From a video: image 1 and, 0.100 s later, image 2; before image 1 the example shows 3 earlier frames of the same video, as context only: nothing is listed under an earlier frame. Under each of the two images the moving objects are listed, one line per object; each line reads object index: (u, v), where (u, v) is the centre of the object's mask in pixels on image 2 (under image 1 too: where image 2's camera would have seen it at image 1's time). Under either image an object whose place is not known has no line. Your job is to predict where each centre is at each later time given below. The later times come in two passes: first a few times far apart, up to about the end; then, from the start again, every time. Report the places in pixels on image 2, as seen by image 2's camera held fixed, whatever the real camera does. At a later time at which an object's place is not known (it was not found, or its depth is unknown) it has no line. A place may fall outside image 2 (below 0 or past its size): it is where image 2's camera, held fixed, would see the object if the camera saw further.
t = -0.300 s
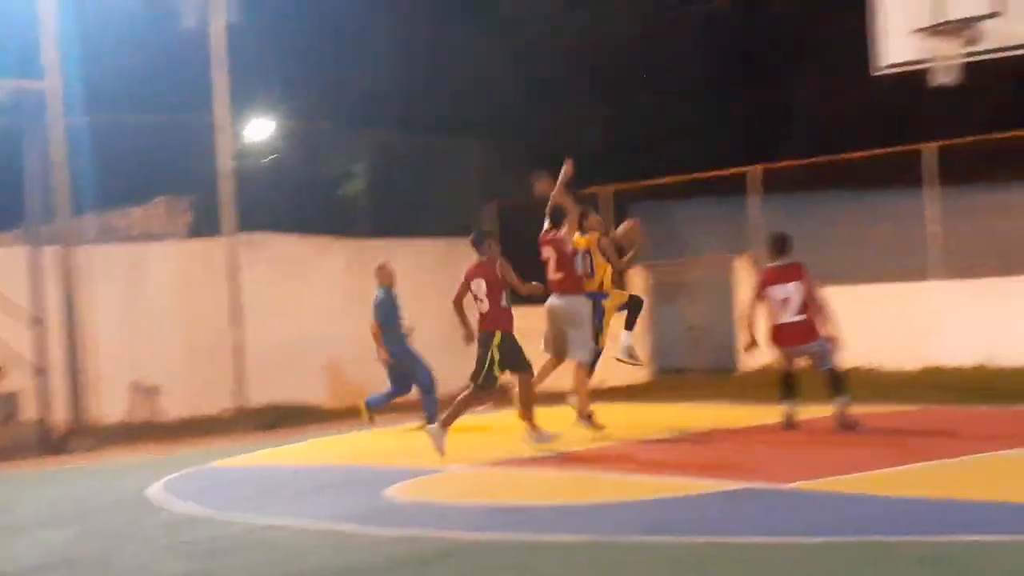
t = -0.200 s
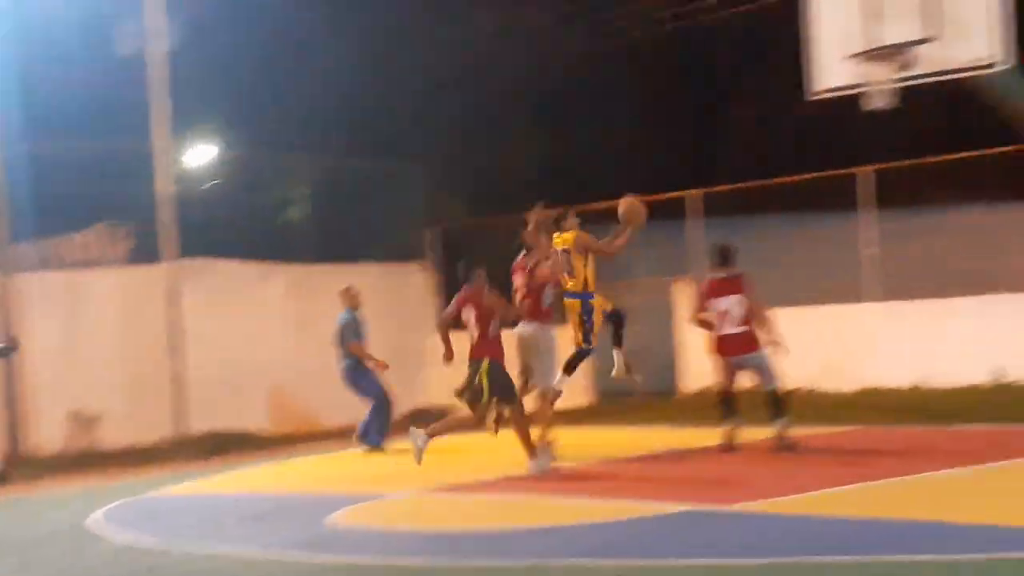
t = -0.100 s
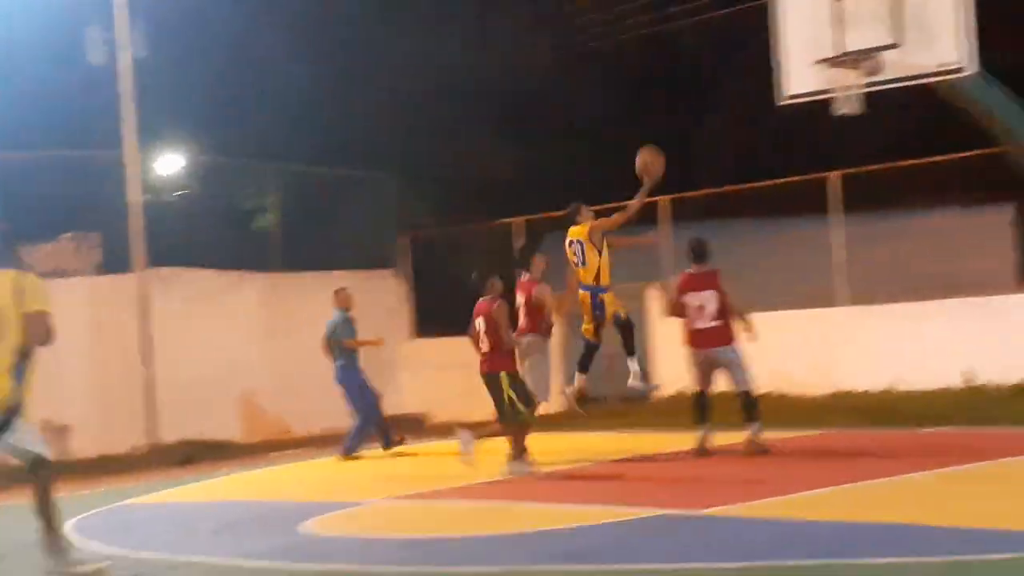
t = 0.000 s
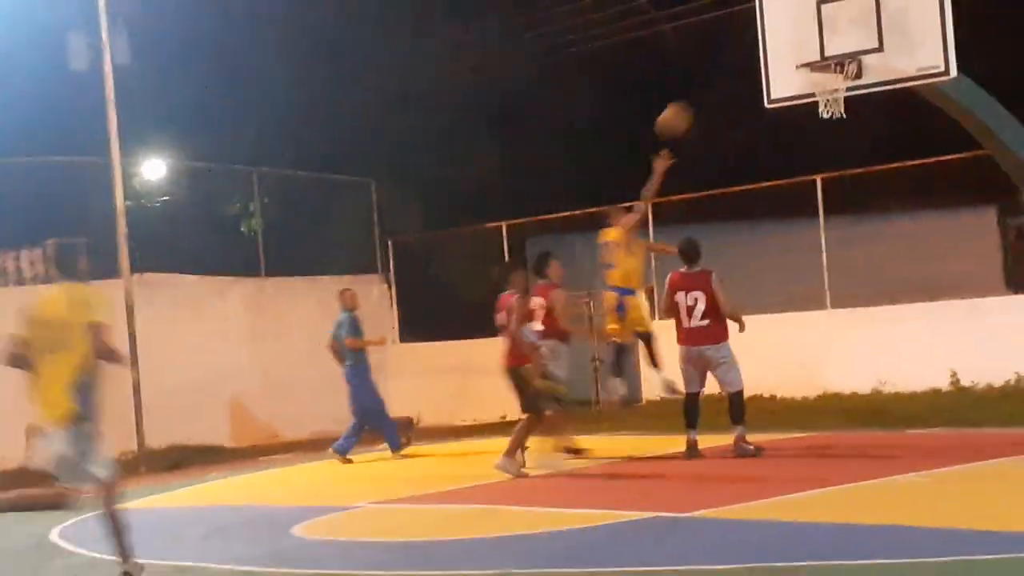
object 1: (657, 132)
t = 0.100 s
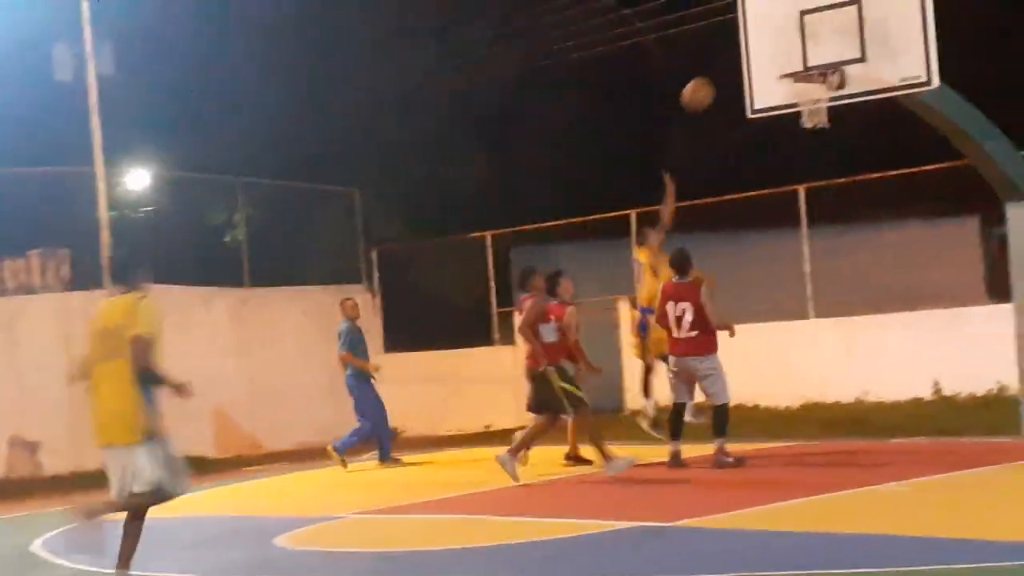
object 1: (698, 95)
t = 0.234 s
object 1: (754, 61)
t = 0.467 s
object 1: (796, 60)
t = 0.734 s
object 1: (823, 97)
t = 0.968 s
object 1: (825, 141)
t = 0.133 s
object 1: (711, 85)
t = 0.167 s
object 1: (725, 75)
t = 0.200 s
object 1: (740, 67)
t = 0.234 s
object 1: (754, 61)
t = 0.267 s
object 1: (769, 58)
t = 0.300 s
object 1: (784, 54)
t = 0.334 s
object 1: (791, 52)
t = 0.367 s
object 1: (791, 52)
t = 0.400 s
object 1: (792, 55)
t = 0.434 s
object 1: (792, 58)
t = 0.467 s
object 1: (796, 60)
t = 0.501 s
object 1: (797, 61)
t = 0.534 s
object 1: (800, 67)
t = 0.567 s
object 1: (801, 69)
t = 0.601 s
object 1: (805, 73)
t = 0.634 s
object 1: (804, 79)
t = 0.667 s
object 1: (809, 81)
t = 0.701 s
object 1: (809, 82)
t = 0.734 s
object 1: (823, 97)
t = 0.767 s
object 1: (823, 107)
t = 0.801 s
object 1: (827, 111)
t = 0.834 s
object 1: (826, 114)
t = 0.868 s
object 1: (825, 119)
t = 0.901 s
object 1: (826, 123)
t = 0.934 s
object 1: (824, 128)
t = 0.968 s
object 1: (825, 141)
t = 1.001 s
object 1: (826, 150)
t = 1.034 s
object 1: (827, 162)
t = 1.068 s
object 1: (827, 176)
